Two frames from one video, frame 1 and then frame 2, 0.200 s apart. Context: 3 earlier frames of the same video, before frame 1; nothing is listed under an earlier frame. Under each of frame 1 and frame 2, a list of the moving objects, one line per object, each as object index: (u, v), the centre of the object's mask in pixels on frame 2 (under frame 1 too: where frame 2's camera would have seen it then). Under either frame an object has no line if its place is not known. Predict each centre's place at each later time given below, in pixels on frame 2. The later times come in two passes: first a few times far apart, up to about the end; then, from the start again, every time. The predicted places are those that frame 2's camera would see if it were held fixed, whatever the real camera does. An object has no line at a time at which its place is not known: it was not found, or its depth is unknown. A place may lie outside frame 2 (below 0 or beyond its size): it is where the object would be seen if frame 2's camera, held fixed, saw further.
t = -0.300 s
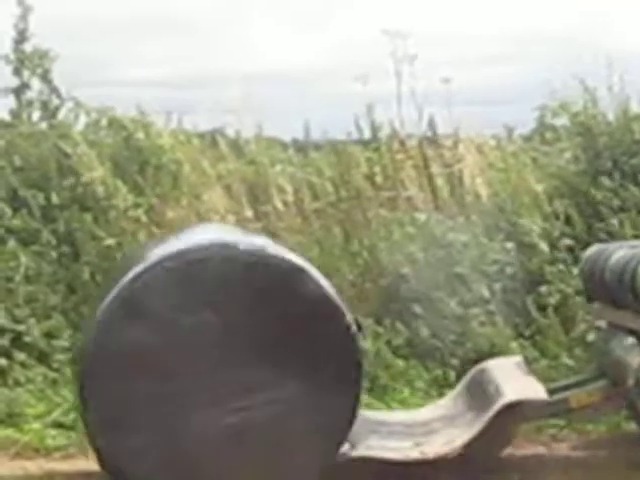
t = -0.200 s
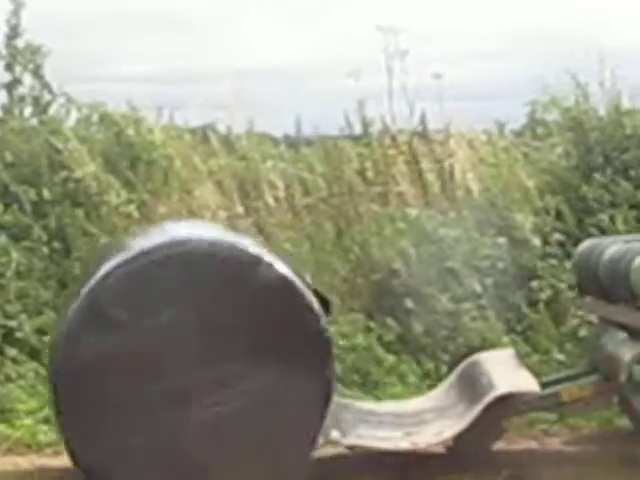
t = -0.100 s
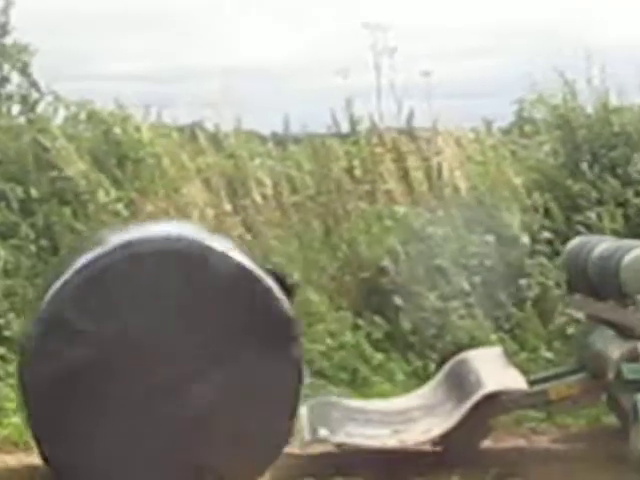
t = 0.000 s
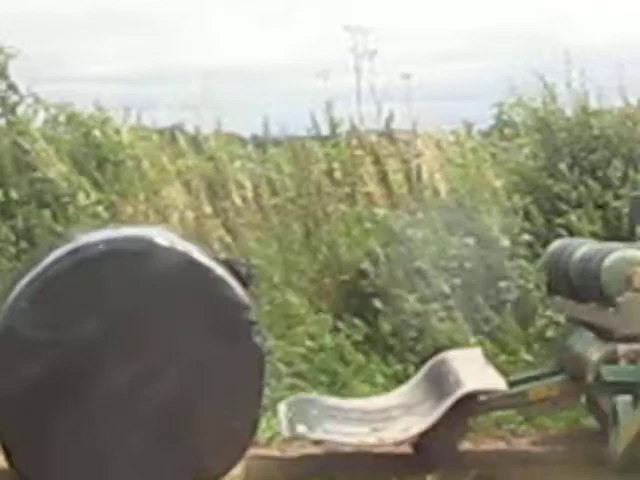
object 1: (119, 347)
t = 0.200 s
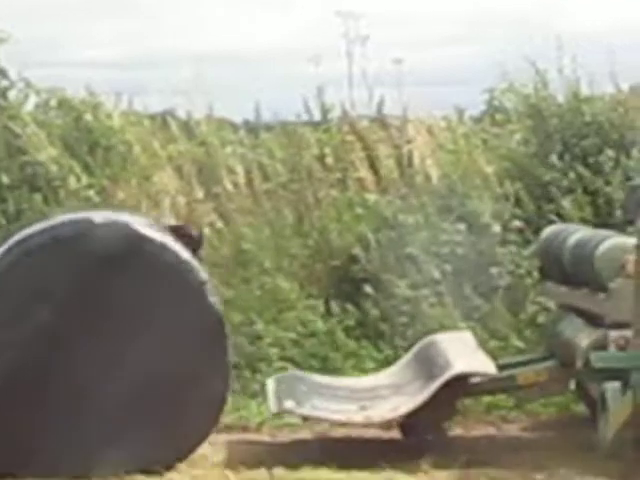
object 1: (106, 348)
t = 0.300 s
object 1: (100, 346)
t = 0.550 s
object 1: (59, 349)
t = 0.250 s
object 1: (103, 347)
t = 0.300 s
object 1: (100, 346)
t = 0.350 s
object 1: (94, 346)
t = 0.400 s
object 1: (84, 347)
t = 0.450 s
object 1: (74, 348)
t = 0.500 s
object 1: (65, 349)
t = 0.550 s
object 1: (59, 349)
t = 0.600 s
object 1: (55, 350)
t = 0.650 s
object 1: (53, 351)
